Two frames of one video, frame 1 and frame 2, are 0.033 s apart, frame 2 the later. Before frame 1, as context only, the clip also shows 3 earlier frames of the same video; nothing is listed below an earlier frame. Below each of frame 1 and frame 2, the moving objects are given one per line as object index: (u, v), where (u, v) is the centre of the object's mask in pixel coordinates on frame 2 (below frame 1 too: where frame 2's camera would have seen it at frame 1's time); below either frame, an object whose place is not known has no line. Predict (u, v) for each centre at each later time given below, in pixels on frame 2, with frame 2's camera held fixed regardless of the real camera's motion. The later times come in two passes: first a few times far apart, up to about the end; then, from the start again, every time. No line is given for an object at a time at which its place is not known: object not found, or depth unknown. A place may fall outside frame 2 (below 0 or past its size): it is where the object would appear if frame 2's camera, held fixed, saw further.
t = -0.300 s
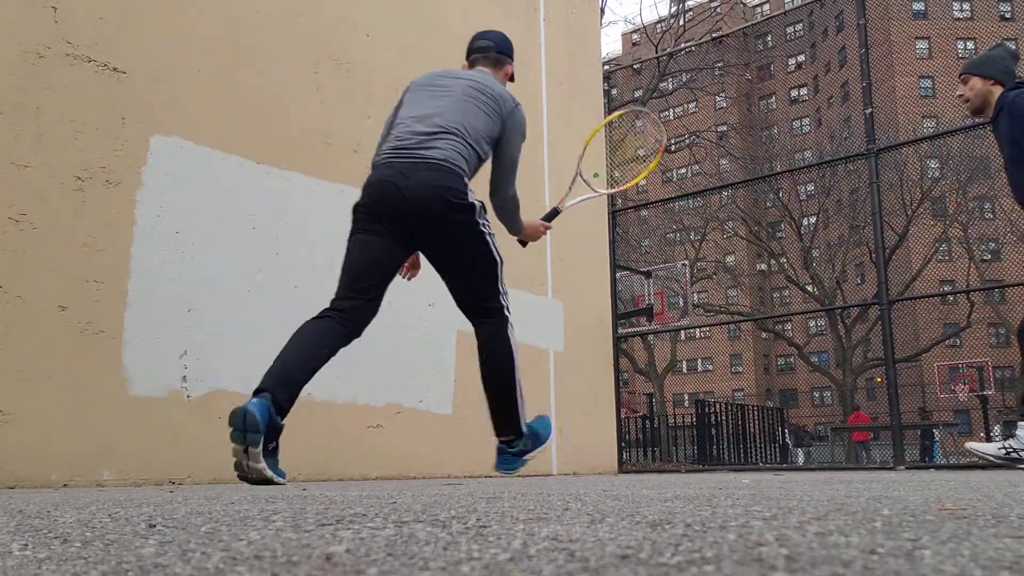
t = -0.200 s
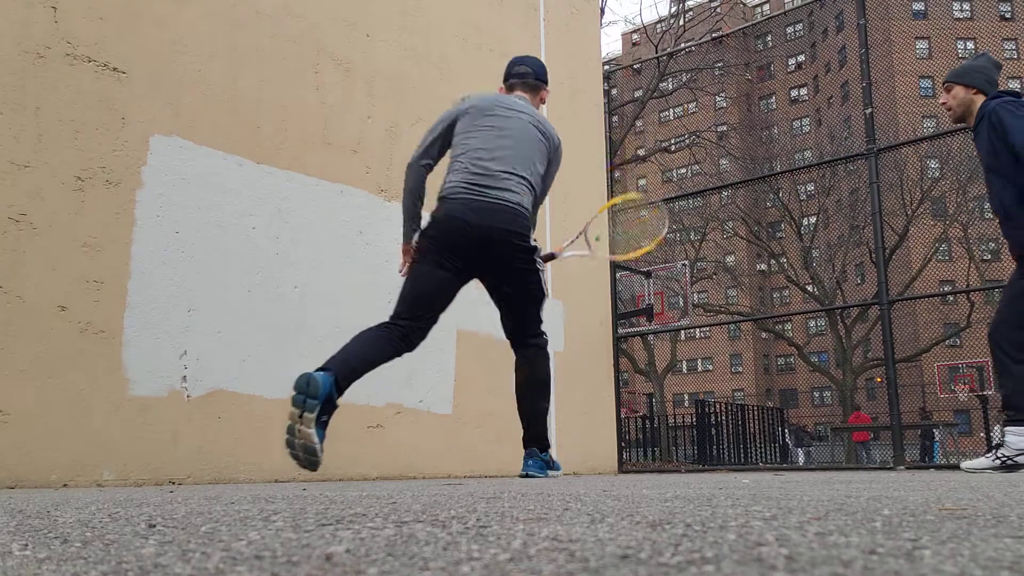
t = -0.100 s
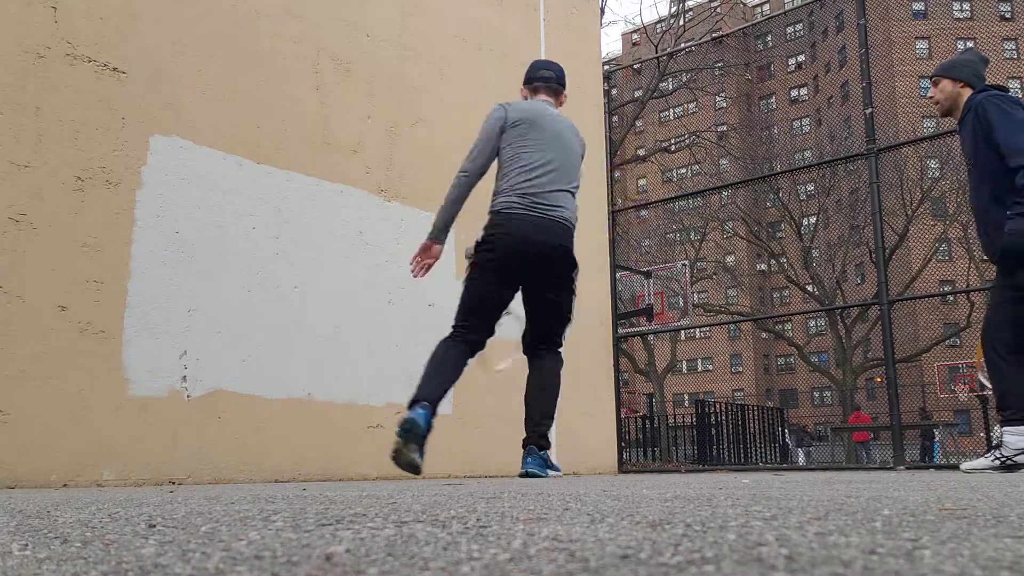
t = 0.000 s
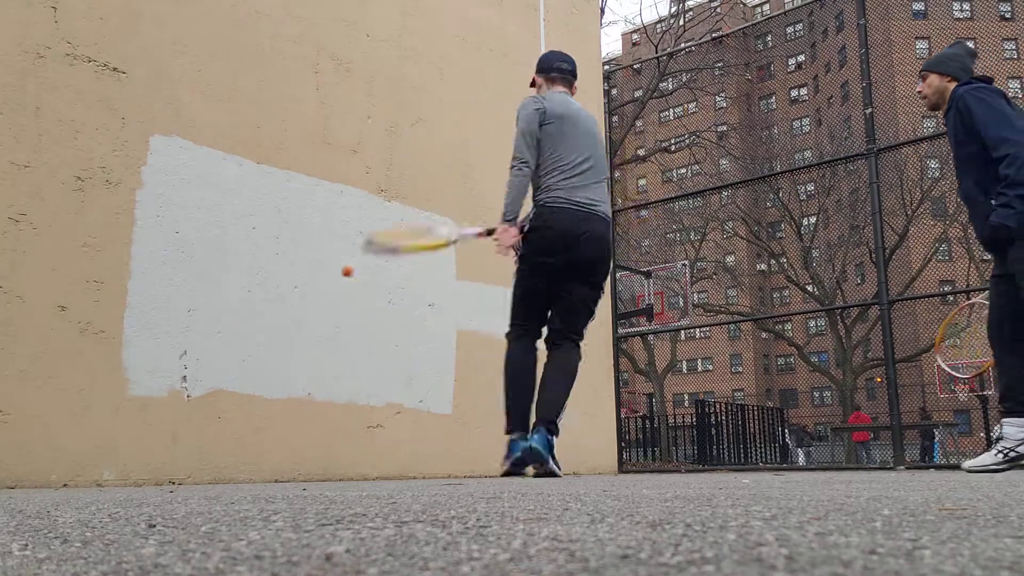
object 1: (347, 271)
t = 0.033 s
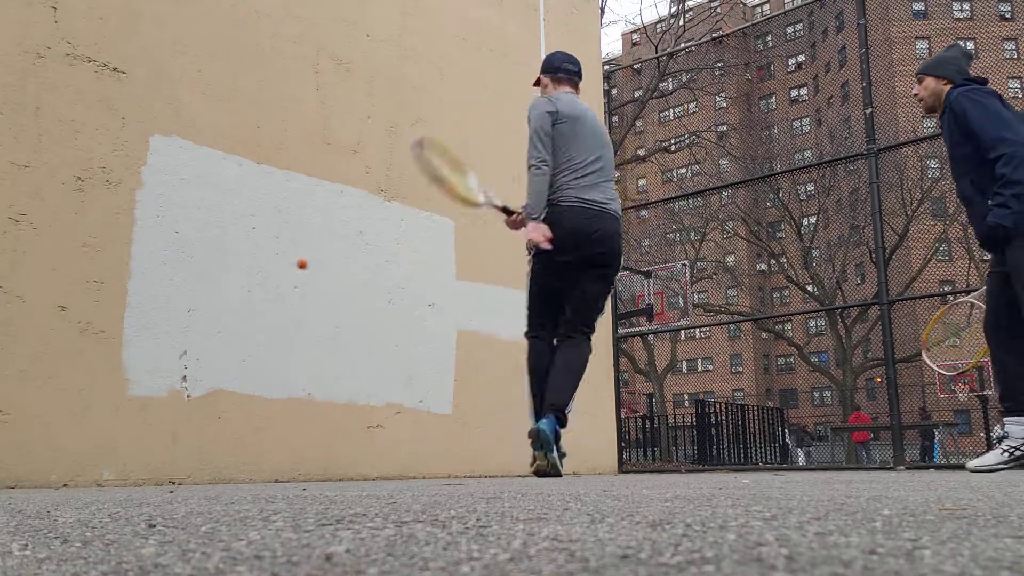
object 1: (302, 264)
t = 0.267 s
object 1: (244, 265)
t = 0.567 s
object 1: (366, 461)
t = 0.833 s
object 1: (507, 292)
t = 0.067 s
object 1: (260, 258)
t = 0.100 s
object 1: (222, 254)
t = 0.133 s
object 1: (203, 253)
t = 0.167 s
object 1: (212, 253)
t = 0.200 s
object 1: (222, 255)
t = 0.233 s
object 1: (233, 259)
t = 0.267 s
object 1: (244, 265)
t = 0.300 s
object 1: (255, 273)
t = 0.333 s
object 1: (267, 285)
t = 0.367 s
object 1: (279, 298)
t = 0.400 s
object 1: (292, 316)
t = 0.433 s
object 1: (305, 336)
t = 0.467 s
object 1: (319, 361)
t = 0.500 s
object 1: (334, 389)
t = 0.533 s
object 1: (349, 423)
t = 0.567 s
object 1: (366, 461)
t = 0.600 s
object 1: (382, 454)
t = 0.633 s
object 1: (398, 423)
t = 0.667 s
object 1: (415, 394)
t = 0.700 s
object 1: (432, 368)
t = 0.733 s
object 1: (450, 345)
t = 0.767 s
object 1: (468, 324)
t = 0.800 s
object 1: (487, 307)
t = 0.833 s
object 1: (507, 292)
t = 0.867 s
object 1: (527, 281)
